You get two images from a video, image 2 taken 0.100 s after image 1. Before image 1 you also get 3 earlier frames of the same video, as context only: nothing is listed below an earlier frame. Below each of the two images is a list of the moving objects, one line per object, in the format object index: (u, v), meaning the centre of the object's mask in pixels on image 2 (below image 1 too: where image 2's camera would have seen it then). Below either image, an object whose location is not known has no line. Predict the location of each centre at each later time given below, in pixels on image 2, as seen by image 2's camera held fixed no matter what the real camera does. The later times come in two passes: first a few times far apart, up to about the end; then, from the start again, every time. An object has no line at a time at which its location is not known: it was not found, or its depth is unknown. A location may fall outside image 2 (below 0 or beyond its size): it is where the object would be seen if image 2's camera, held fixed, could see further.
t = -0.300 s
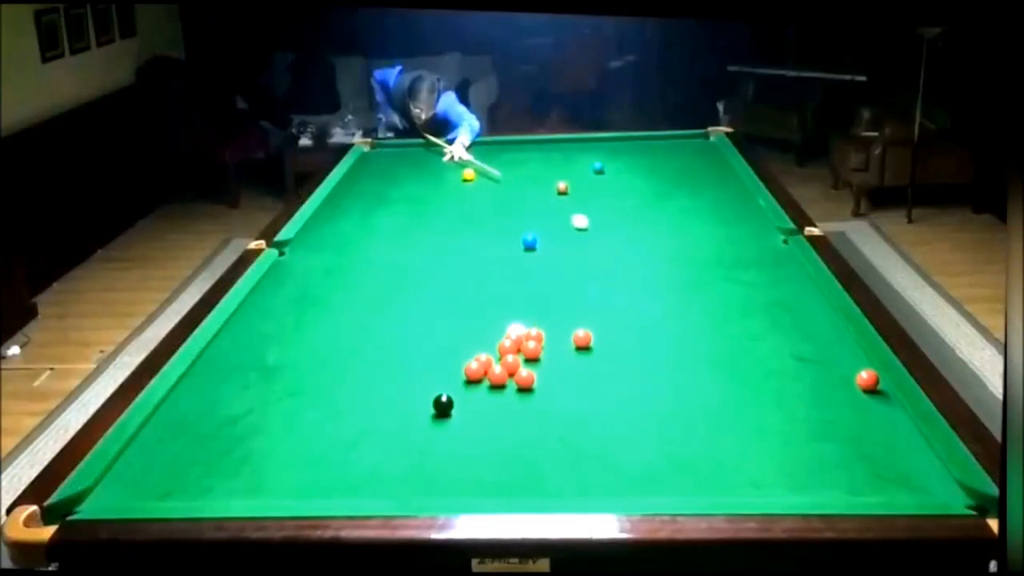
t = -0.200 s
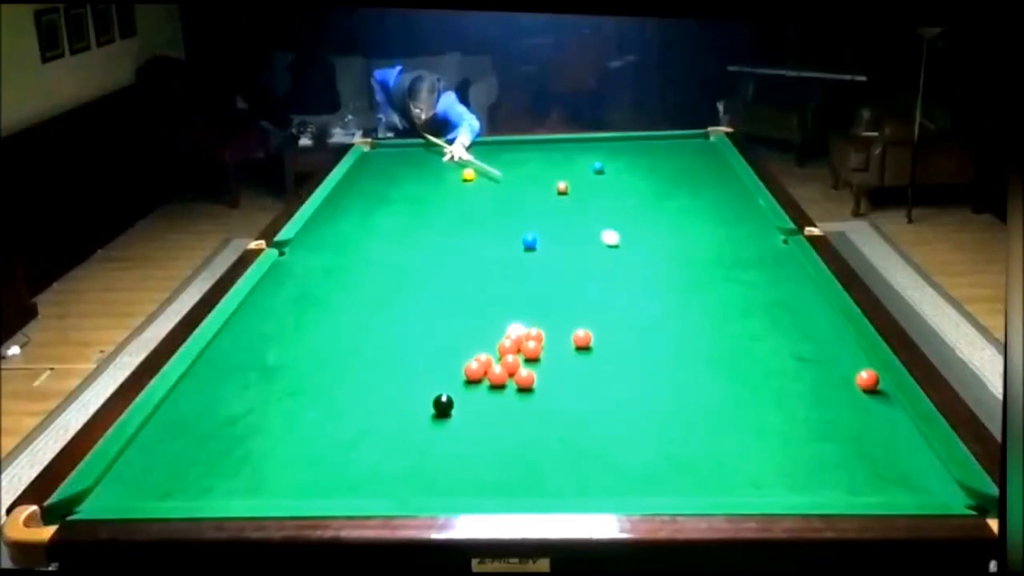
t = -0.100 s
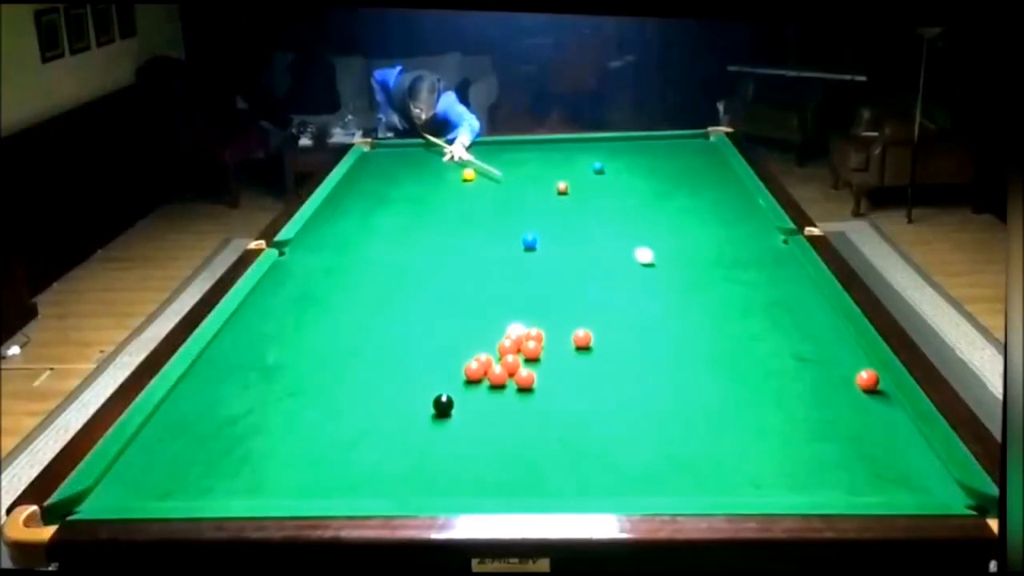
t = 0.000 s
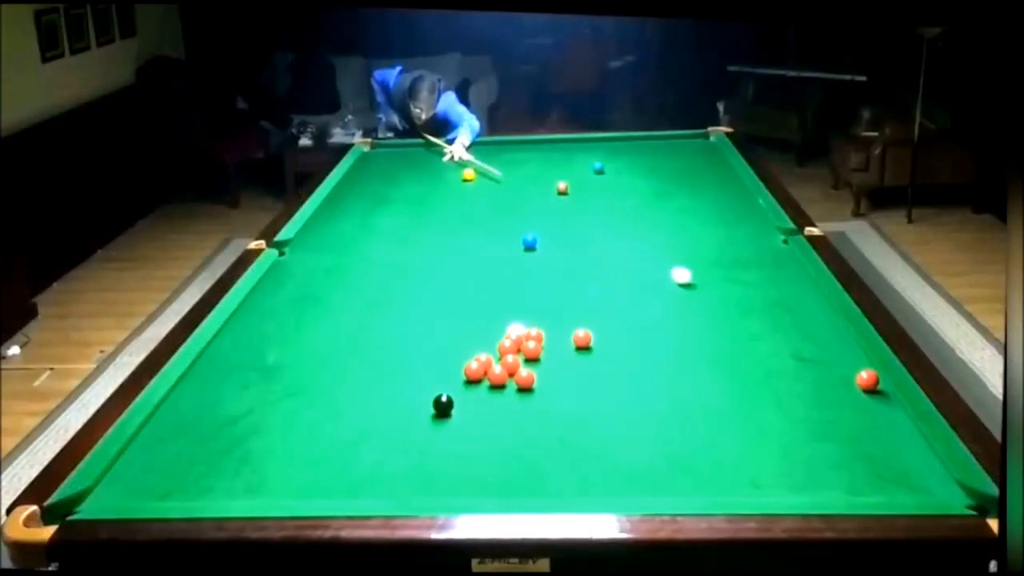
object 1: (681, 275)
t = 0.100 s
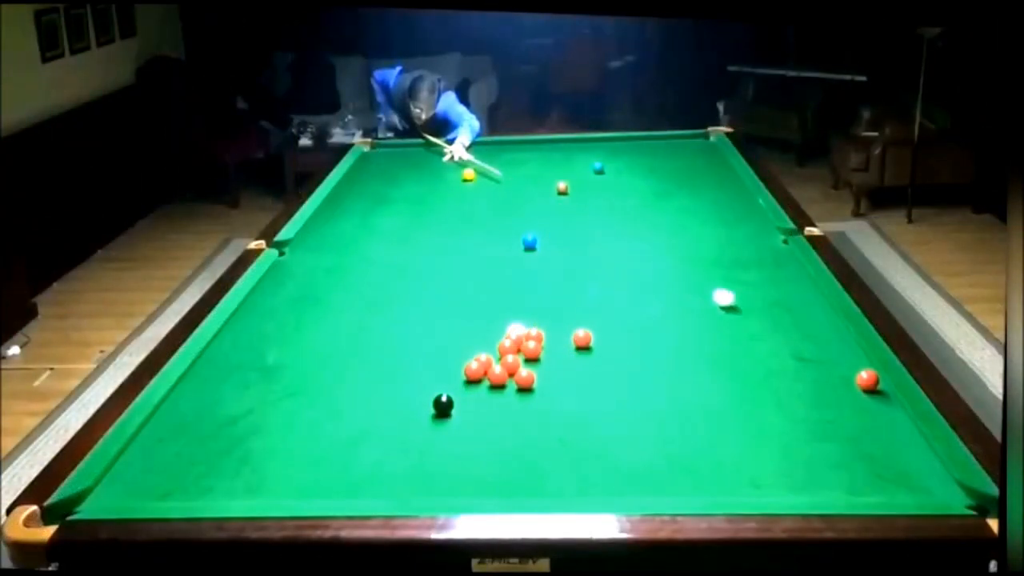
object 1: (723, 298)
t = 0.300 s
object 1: (827, 352)
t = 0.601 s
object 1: (803, 378)
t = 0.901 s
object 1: (744, 403)
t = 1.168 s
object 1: (689, 425)
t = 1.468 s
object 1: (626, 451)
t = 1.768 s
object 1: (560, 477)
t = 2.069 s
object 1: (497, 488)
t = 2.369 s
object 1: (450, 479)
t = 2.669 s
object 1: (409, 468)
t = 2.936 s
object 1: (376, 459)
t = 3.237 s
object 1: (343, 451)
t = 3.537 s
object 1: (315, 443)
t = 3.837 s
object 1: (290, 437)
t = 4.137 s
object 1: (268, 432)
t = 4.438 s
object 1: (250, 428)
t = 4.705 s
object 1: (237, 426)
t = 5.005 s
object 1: (225, 423)
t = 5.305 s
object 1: (216, 422)
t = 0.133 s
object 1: (739, 305)
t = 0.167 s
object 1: (754, 313)
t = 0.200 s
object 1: (771, 323)
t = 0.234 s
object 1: (789, 332)
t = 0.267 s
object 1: (807, 341)
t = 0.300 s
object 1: (827, 352)
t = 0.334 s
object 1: (847, 362)
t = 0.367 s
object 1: (864, 369)
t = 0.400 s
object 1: (856, 370)
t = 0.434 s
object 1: (846, 371)
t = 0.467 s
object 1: (835, 371)
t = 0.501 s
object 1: (826, 372)
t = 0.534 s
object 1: (818, 374)
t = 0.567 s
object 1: (810, 376)
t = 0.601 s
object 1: (803, 378)
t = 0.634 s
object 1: (797, 381)
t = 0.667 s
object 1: (790, 384)
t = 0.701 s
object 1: (784, 387)
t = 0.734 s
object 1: (778, 389)
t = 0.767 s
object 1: (770, 392)
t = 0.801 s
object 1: (764, 395)
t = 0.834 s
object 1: (758, 397)
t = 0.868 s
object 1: (751, 400)
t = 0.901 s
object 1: (744, 403)
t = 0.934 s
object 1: (737, 405)
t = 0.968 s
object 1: (730, 408)
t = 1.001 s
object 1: (724, 411)
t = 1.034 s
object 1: (717, 413)
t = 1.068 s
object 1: (710, 416)
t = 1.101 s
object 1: (703, 419)
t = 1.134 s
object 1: (696, 422)
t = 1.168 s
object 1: (689, 425)
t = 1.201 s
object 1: (683, 427)
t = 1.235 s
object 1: (676, 430)
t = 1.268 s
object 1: (669, 433)
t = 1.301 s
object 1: (662, 436)
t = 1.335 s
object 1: (655, 439)
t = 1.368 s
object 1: (648, 442)
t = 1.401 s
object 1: (640, 445)
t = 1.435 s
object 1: (633, 447)
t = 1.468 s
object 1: (626, 451)
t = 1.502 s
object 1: (619, 453)
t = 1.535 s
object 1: (612, 457)
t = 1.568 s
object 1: (604, 460)
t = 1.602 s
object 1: (597, 462)
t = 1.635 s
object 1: (590, 465)
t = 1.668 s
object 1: (582, 468)
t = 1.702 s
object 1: (575, 472)
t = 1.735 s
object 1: (567, 474)
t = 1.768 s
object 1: (560, 477)
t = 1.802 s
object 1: (553, 480)
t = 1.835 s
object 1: (546, 483)
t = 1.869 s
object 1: (538, 484)
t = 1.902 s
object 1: (530, 486)
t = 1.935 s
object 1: (523, 488)
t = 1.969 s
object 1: (515, 491)
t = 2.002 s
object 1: (508, 491)
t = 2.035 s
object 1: (503, 489)
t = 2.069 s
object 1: (497, 488)
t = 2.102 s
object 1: (492, 487)
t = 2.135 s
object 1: (487, 487)
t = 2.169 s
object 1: (481, 485)
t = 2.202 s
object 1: (476, 485)
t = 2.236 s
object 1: (471, 484)
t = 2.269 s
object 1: (465, 484)
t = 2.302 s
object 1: (460, 483)
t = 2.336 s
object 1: (455, 482)
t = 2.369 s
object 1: (450, 479)
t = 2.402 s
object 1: (446, 478)
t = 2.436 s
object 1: (441, 476)
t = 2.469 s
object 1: (435, 476)
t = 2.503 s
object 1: (431, 474)
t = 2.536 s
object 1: (426, 473)
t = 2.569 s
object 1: (422, 470)
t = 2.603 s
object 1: (417, 469)
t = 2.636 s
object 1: (413, 469)
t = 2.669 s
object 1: (409, 468)
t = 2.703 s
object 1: (404, 467)
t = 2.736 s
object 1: (400, 465)
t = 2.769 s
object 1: (396, 464)
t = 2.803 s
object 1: (392, 463)
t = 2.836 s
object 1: (388, 462)
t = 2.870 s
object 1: (384, 461)
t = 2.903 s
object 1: (380, 460)
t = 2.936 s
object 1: (376, 459)
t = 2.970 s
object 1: (372, 458)
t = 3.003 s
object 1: (368, 457)
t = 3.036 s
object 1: (365, 456)
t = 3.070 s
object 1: (361, 455)
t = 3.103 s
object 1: (357, 454)
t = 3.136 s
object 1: (353, 453)
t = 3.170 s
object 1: (350, 452)
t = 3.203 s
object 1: (346, 451)
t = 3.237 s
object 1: (343, 451)
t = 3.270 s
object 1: (340, 449)
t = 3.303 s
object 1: (336, 449)
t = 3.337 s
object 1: (333, 448)
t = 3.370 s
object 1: (330, 447)
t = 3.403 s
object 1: (327, 446)
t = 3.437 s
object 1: (324, 445)
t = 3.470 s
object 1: (321, 444)
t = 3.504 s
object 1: (318, 444)
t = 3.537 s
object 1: (315, 443)
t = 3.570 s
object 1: (312, 442)
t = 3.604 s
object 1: (309, 442)
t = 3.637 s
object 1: (306, 441)
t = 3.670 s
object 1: (303, 440)
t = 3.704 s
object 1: (301, 439)
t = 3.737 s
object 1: (298, 439)
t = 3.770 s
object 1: (295, 438)
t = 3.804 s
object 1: (293, 437)
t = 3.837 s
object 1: (290, 437)
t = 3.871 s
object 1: (287, 436)
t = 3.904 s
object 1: (285, 436)
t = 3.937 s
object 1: (282, 435)
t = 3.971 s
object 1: (280, 434)
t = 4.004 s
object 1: (277, 434)
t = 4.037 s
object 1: (275, 434)
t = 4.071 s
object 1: (273, 433)
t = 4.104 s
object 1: (270, 433)
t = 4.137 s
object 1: (268, 432)
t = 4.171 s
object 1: (266, 432)
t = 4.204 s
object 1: (264, 431)
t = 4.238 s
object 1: (262, 431)
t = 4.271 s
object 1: (260, 430)
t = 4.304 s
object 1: (258, 430)
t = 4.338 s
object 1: (256, 429)
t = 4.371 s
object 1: (254, 429)
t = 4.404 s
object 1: (252, 429)
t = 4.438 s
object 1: (250, 428)
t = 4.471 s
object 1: (248, 428)
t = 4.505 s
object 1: (247, 427)
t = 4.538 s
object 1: (245, 427)
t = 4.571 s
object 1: (243, 427)
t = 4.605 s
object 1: (242, 426)
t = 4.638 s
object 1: (240, 426)
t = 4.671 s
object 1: (238, 426)
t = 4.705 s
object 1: (237, 426)
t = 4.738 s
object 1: (235, 425)
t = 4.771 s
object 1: (234, 425)
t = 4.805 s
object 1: (233, 425)
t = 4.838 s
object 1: (231, 424)
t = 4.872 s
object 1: (230, 424)
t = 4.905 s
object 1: (228, 424)
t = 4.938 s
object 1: (227, 424)
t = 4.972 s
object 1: (226, 423)
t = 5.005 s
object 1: (225, 423)
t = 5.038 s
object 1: (224, 423)
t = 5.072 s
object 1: (223, 423)
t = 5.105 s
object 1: (222, 423)
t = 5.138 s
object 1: (221, 422)
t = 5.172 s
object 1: (220, 422)
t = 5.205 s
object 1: (219, 422)
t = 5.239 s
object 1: (218, 422)
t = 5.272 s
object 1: (217, 422)
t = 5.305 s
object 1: (216, 422)
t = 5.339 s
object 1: (216, 422)
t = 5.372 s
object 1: (215, 422)
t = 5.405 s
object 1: (215, 422)
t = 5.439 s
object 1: (214, 422)
